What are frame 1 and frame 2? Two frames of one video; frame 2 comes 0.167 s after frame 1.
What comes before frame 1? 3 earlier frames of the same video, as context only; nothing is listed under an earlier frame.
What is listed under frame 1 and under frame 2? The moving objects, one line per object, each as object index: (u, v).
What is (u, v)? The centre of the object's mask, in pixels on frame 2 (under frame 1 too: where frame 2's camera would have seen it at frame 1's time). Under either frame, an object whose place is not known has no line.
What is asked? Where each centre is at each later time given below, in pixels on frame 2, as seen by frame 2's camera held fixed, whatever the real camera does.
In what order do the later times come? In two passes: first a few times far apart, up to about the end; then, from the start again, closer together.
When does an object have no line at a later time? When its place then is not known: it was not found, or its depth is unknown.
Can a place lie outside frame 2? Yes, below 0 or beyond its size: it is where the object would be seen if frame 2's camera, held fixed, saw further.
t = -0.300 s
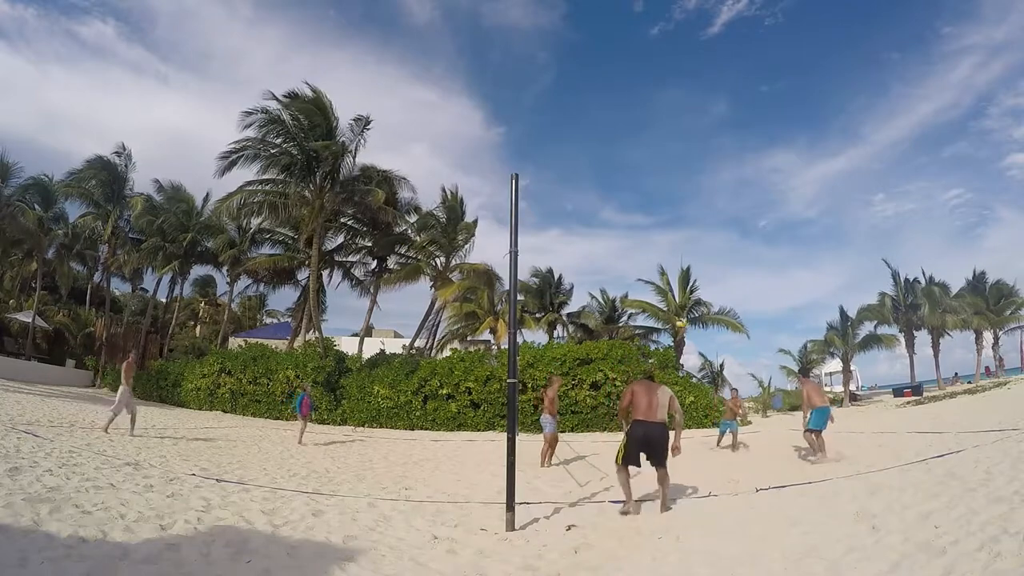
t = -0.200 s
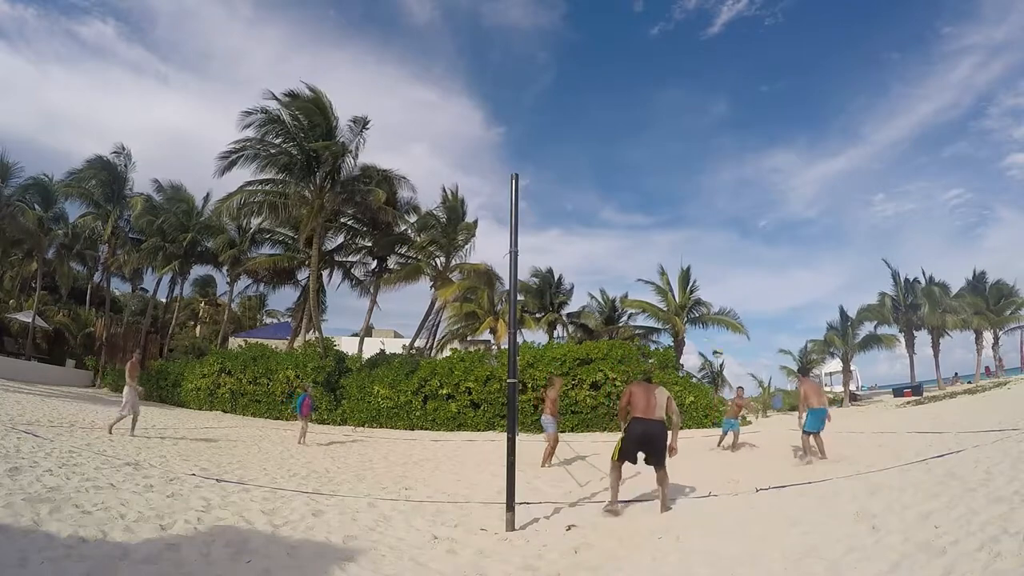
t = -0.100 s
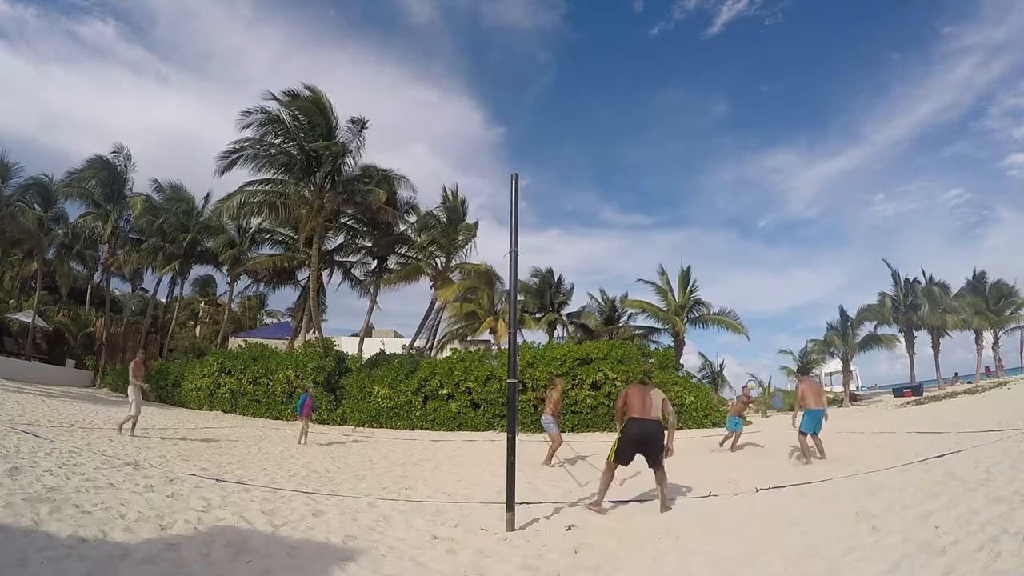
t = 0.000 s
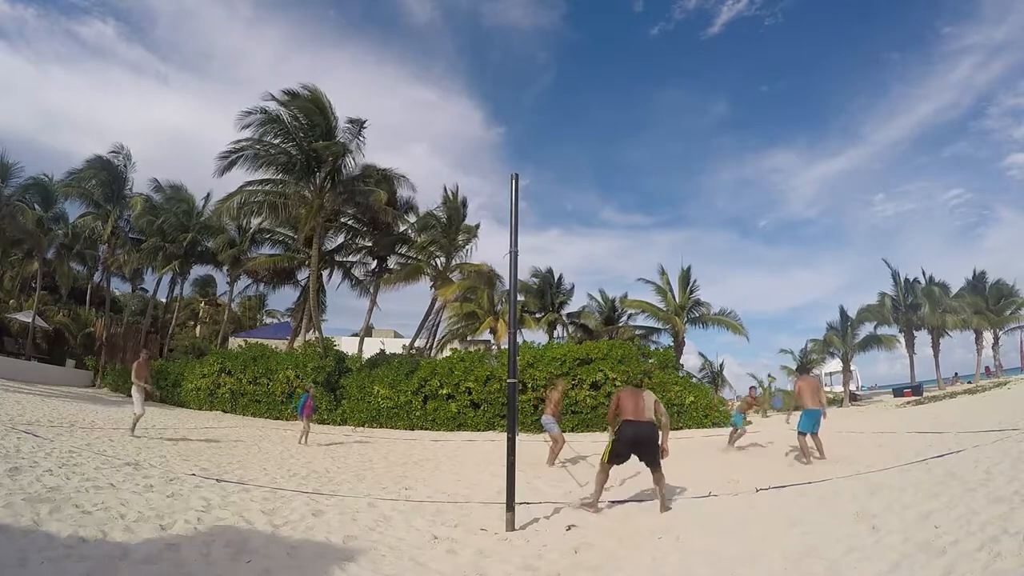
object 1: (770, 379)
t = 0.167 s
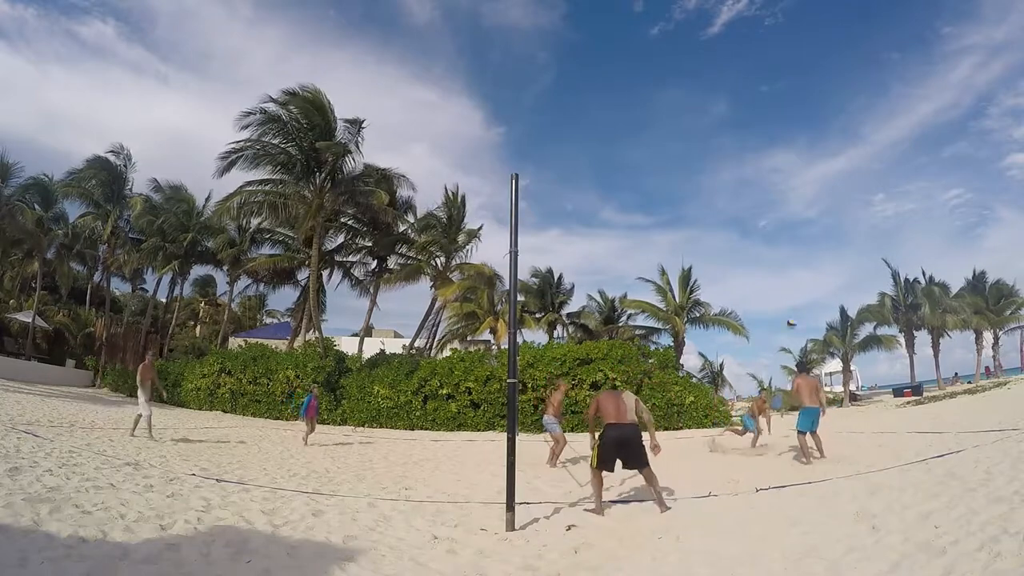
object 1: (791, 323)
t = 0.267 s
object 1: (802, 298)
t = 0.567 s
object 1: (840, 249)
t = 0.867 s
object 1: (886, 245)
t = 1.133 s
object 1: (937, 281)
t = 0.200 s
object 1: (794, 315)
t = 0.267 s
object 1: (802, 298)
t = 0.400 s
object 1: (818, 270)
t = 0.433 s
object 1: (823, 266)
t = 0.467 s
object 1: (827, 261)
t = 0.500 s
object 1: (832, 256)
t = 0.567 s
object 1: (840, 249)
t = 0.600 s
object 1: (845, 246)
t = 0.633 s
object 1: (849, 245)
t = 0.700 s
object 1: (859, 242)
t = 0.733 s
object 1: (864, 241)
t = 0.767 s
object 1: (869, 241)
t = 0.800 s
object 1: (875, 243)
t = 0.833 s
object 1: (880, 243)
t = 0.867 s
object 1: (886, 245)
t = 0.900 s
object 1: (892, 248)
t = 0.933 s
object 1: (897, 251)
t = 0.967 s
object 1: (903, 254)
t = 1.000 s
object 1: (910, 258)
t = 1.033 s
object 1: (916, 264)
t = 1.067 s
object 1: (922, 269)
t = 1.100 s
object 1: (929, 274)
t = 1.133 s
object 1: (937, 281)
